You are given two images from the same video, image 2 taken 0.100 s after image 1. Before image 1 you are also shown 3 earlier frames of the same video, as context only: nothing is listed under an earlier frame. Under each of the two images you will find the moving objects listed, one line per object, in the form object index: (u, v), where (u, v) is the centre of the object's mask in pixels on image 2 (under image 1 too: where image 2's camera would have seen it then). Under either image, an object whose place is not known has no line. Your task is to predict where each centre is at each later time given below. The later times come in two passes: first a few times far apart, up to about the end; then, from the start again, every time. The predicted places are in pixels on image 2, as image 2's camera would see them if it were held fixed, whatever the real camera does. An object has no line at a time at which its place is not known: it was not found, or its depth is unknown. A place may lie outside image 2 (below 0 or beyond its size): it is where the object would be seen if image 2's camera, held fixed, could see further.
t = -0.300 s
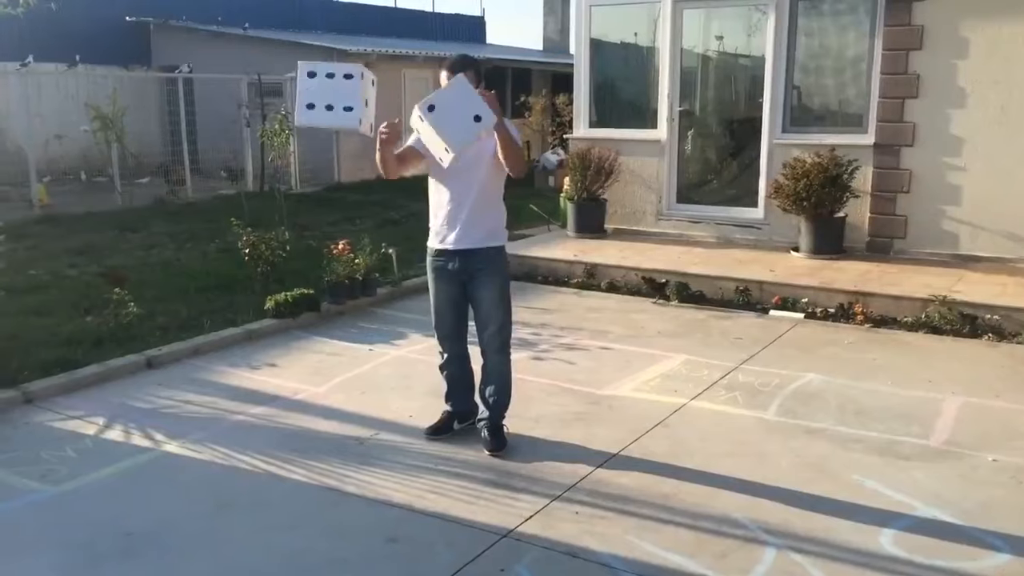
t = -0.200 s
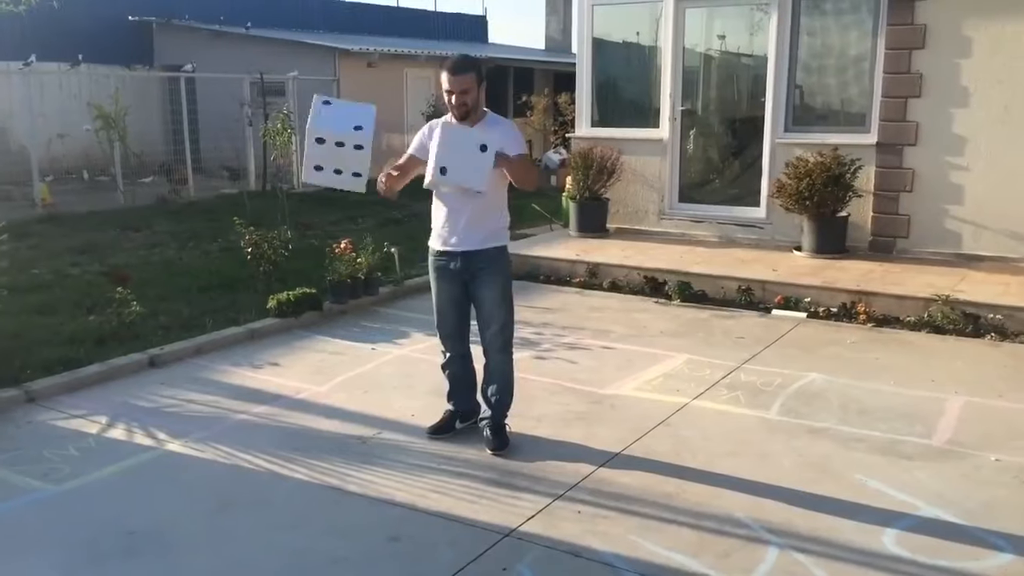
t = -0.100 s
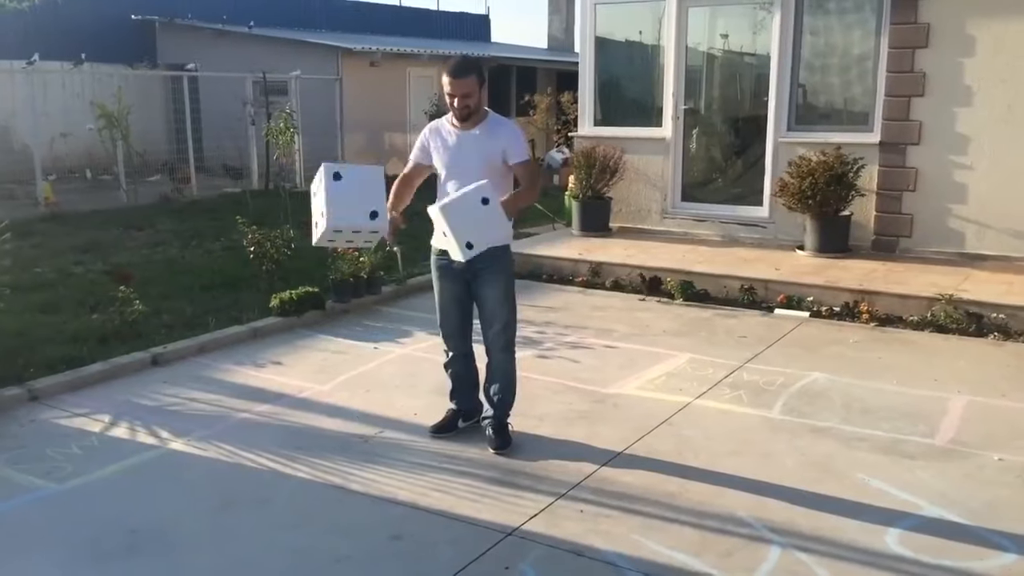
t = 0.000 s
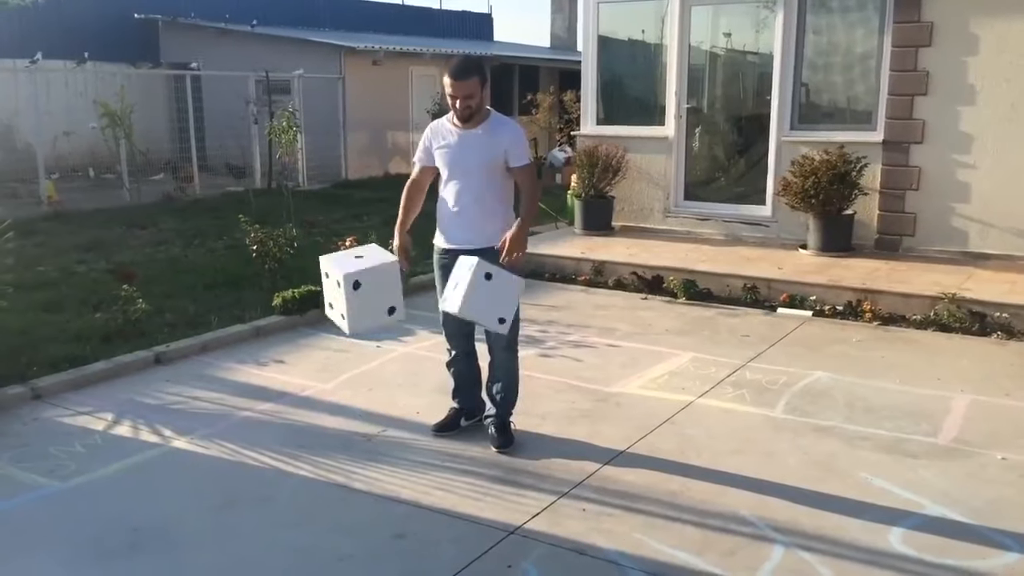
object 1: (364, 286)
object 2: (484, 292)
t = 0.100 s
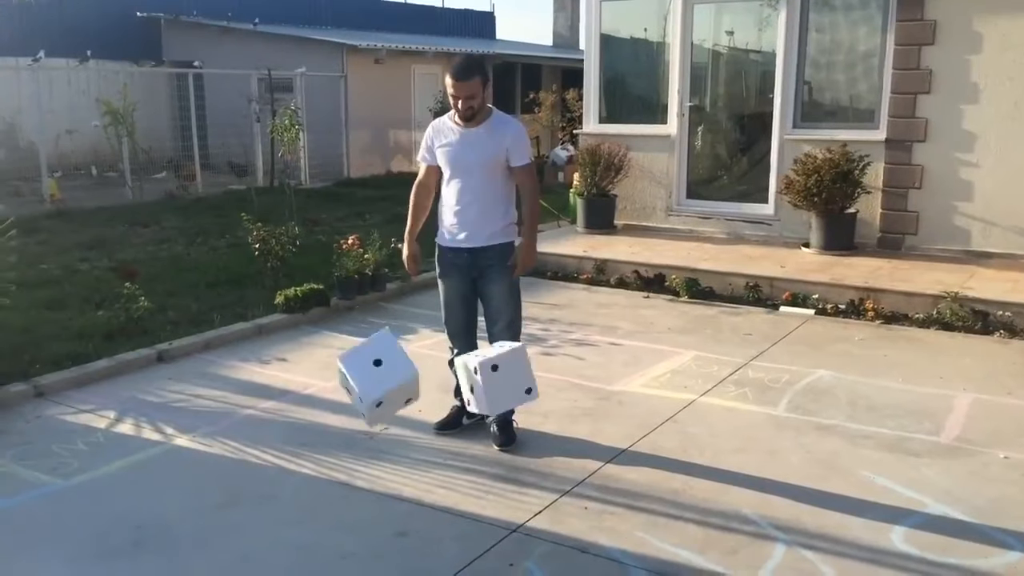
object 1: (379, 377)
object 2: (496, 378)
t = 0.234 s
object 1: (401, 494)
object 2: (517, 457)
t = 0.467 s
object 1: (453, 465)
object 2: (553, 468)
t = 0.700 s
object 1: (486, 458)
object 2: (590, 483)
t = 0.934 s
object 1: (496, 443)
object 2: (604, 485)
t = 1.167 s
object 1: (514, 441)
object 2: (607, 487)
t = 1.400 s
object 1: (508, 442)
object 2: (607, 487)
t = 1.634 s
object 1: (508, 442)
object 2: (607, 487)
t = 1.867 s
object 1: (508, 442)
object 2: (607, 488)
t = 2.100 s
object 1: (508, 442)
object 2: (606, 488)
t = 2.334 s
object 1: (508, 442)
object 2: (607, 488)
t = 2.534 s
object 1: (508, 442)
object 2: (607, 488)
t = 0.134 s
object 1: (384, 407)
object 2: (501, 408)
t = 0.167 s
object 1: (390, 441)
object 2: (506, 438)
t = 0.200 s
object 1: (395, 473)
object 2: (512, 464)
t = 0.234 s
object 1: (401, 494)
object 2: (517, 457)
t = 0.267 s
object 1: (410, 484)
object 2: (521, 455)
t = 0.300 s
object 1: (418, 478)
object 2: (526, 455)
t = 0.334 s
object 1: (427, 475)
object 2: (531, 456)
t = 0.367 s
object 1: (435, 473)
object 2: (536, 459)
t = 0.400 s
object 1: (440, 471)
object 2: (542, 464)
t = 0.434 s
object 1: (446, 466)
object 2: (548, 468)
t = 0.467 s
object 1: (453, 465)
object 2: (553, 468)
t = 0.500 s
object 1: (459, 465)
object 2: (558, 471)
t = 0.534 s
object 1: (466, 469)
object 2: (564, 473)
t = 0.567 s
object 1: (471, 466)
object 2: (570, 476)
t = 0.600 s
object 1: (475, 461)
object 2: (575, 480)
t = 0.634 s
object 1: (478, 458)
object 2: (581, 481)
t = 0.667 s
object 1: (483, 458)
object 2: (585, 481)
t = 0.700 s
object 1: (486, 458)
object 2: (590, 483)
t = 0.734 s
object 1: (488, 456)
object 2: (592, 481)
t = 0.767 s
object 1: (490, 455)
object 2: (595, 481)
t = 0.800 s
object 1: (491, 451)
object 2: (597, 480)
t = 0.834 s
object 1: (492, 448)
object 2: (600, 481)
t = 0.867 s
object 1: (494, 446)
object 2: (602, 482)
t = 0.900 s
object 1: (495, 445)
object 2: (603, 483)
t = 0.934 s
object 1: (496, 443)
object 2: (604, 485)
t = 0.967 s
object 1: (498, 442)
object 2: (606, 487)
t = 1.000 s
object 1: (500, 441)
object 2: (607, 487)
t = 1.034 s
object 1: (503, 442)
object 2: (607, 488)
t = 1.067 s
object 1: (507, 444)
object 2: (607, 488)
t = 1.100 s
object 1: (510, 443)
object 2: (607, 487)
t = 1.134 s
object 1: (512, 442)
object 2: (607, 487)
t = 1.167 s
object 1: (514, 441)
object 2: (607, 487)
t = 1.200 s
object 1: (515, 441)
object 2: (607, 487)
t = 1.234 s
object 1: (515, 441)
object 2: (607, 488)
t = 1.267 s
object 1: (515, 441)
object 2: (607, 488)
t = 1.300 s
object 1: (514, 441)
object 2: (607, 488)
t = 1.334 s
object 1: (512, 441)
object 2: (607, 488)
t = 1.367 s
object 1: (510, 442)
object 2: (607, 488)
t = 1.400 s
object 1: (508, 442)
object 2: (607, 487)
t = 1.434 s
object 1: (507, 443)
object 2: (607, 488)
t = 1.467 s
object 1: (506, 441)
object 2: (607, 487)
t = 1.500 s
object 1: (506, 441)
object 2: (607, 488)
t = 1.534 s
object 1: (506, 441)
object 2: (607, 487)
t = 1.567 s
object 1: (507, 441)
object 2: (607, 488)
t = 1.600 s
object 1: (508, 442)
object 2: (607, 487)
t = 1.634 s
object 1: (508, 442)
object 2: (607, 487)
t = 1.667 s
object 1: (508, 442)
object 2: (607, 487)
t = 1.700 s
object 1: (508, 442)
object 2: (607, 487)
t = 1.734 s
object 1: (508, 441)
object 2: (607, 487)
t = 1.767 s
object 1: (508, 442)
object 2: (607, 487)
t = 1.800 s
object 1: (508, 442)
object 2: (607, 487)
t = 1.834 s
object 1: (508, 442)
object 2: (607, 488)
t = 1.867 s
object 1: (508, 442)
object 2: (607, 488)
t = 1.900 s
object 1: (508, 442)
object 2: (607, 487)
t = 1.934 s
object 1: (508, 442)
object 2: (607, 488)
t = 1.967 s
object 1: (508, 442)
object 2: (607, 488)
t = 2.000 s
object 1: (508, 442)
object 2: (607, 488)
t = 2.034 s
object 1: (508, 442)
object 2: (607, 488)
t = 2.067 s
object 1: (508, 442)
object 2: (606, 488)
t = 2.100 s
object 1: (508, 442)
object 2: (606, 488)
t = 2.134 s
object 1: (508, 442)
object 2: (606, 488)
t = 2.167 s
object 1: (508, 442)
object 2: (606, 488)
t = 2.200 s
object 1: (508, 442)
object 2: (606, 488)
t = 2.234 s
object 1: (508, 442)
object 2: (606, 488)
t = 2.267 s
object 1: (508, 442)
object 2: (606, 487)
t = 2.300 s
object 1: (508, 442)
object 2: (606, 488)
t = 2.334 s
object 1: (508, 442)
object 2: (607, 488)
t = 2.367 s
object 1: (508, 442)
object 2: (607, 488)
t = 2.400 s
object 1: (508, 442)
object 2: (607, 488)
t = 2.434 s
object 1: (508, 442)
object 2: (607, 488)
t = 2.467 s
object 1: (508, 442)
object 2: (607, 488)
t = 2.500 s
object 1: (508, 442)
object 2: (607, 488)
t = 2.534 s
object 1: (508, 442)
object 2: (607, 488)
